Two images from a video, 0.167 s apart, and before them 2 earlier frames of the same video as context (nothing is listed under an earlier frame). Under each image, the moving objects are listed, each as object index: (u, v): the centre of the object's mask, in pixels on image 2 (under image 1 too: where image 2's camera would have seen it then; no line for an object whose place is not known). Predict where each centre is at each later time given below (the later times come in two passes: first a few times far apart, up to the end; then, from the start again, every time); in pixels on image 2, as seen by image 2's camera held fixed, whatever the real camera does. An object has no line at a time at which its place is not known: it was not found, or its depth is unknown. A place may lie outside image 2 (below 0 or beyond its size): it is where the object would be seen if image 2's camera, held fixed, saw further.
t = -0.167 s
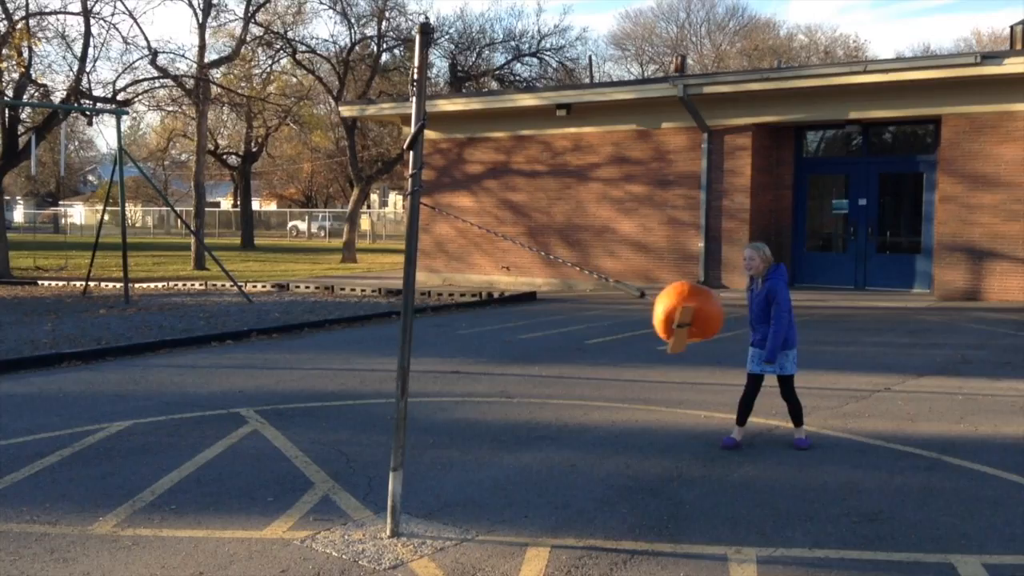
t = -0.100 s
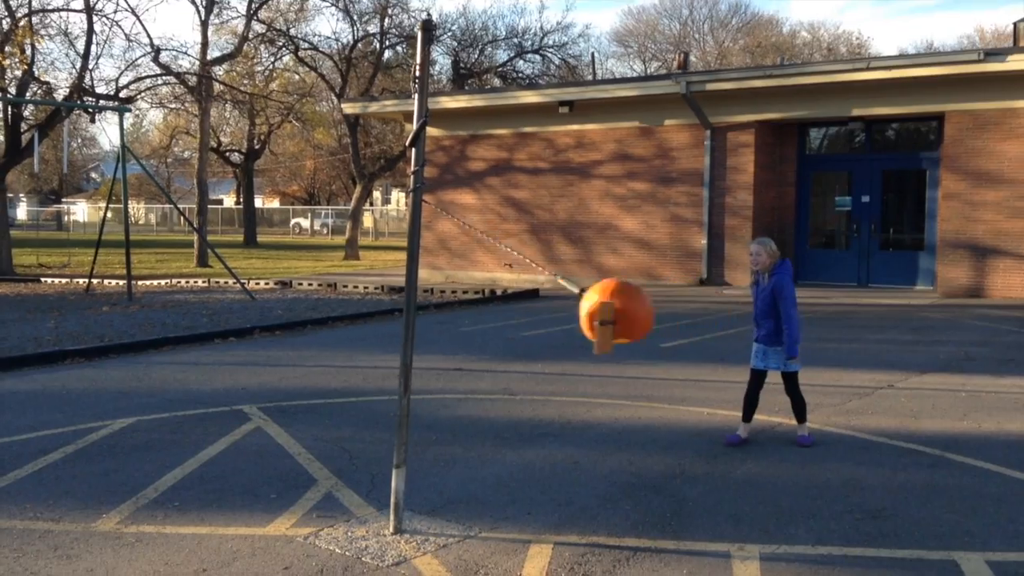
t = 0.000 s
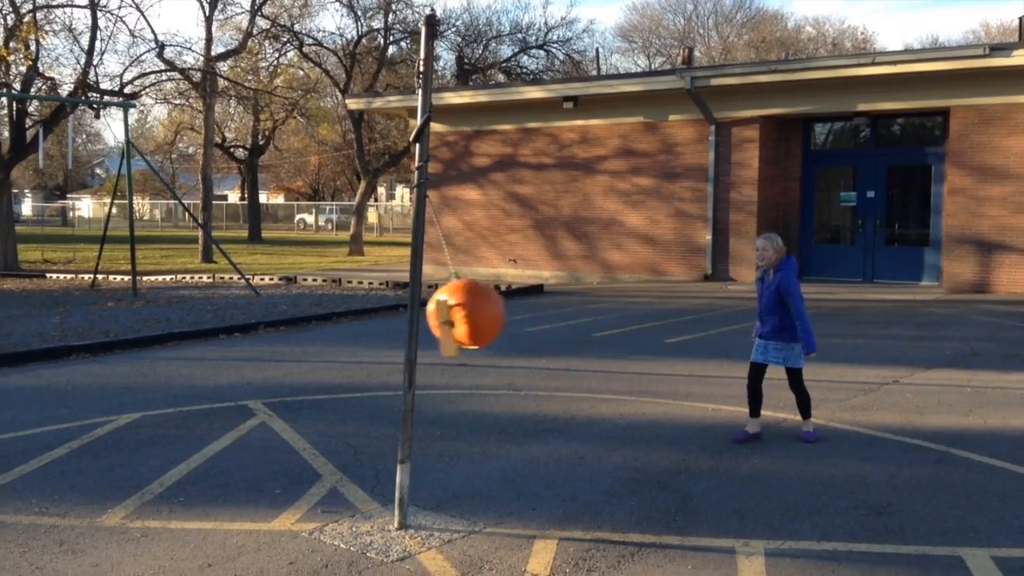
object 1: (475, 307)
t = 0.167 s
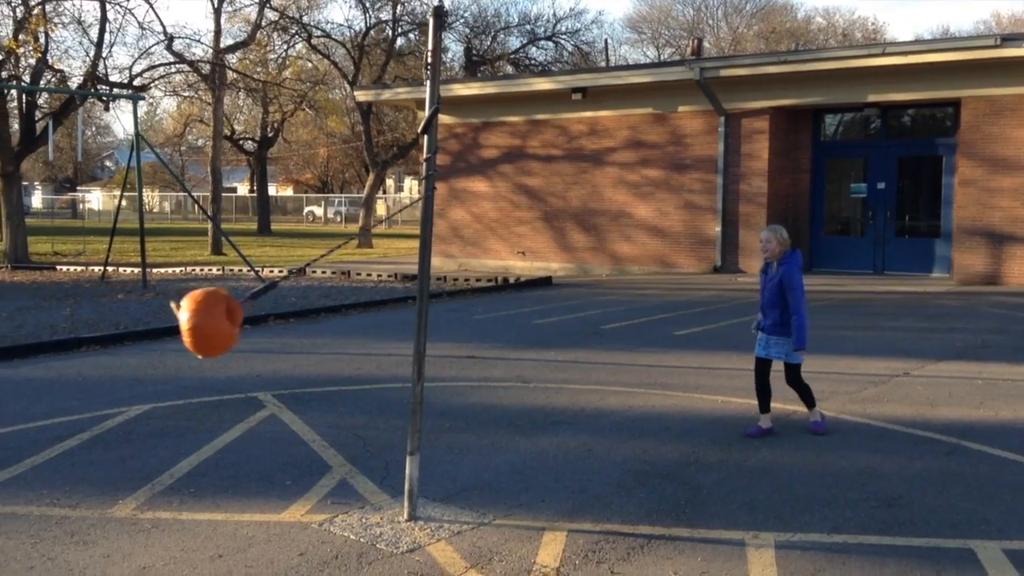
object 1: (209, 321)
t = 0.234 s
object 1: (143, 327)
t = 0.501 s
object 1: (186, 324)
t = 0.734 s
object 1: (404, 302)
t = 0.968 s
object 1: (622, 283)
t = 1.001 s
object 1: (646, 281)
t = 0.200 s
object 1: (171, 325)
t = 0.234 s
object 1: (143, 327)
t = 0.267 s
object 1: (123, 329)
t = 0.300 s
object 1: (112, 330)
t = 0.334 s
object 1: (109, 330)
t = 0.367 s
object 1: (114, 330)
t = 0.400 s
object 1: (125, 329)
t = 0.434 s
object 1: (141, 328)
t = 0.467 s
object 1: (162, 326)
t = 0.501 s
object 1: (186, 324)
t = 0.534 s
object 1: (214, 322)
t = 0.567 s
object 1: (244, 319)
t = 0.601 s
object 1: (276, 316)
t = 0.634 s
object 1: (309, 313)
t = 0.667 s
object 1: (342, 310)
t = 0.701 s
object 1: (376, 306)
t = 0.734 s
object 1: (404, 302)
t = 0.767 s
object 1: (444, 299)
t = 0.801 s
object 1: (475, 297)
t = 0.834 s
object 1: (507, 294)
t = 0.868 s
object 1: (538, 291)
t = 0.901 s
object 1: (567, 287)
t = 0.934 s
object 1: (596, 285)
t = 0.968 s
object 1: (622, 283)
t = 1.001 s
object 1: (646, 281)
